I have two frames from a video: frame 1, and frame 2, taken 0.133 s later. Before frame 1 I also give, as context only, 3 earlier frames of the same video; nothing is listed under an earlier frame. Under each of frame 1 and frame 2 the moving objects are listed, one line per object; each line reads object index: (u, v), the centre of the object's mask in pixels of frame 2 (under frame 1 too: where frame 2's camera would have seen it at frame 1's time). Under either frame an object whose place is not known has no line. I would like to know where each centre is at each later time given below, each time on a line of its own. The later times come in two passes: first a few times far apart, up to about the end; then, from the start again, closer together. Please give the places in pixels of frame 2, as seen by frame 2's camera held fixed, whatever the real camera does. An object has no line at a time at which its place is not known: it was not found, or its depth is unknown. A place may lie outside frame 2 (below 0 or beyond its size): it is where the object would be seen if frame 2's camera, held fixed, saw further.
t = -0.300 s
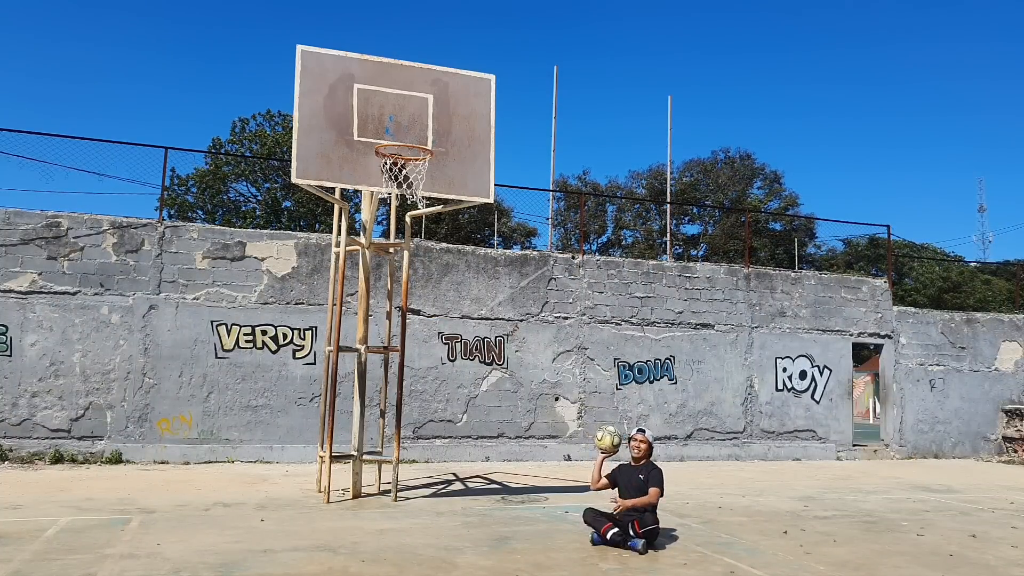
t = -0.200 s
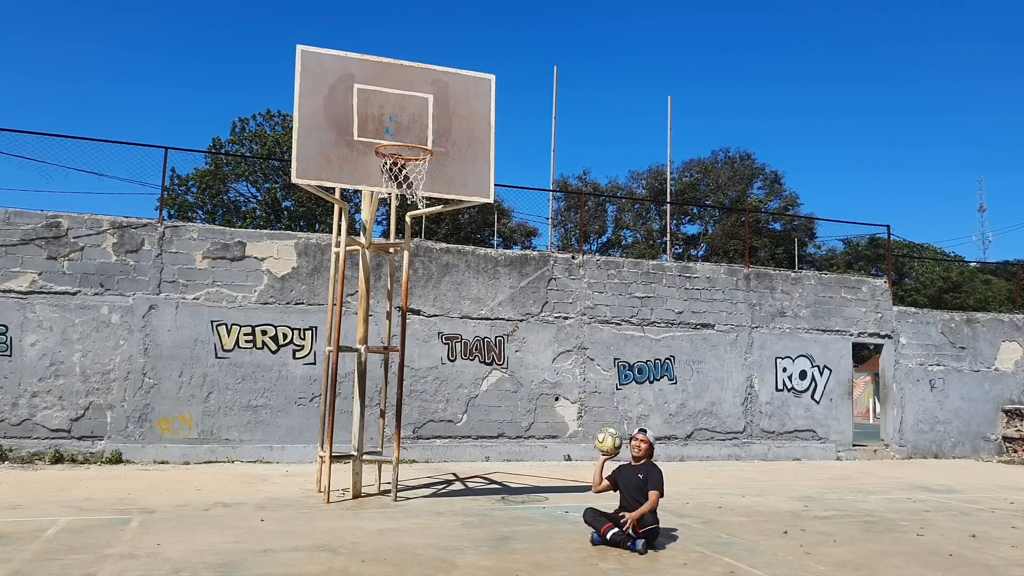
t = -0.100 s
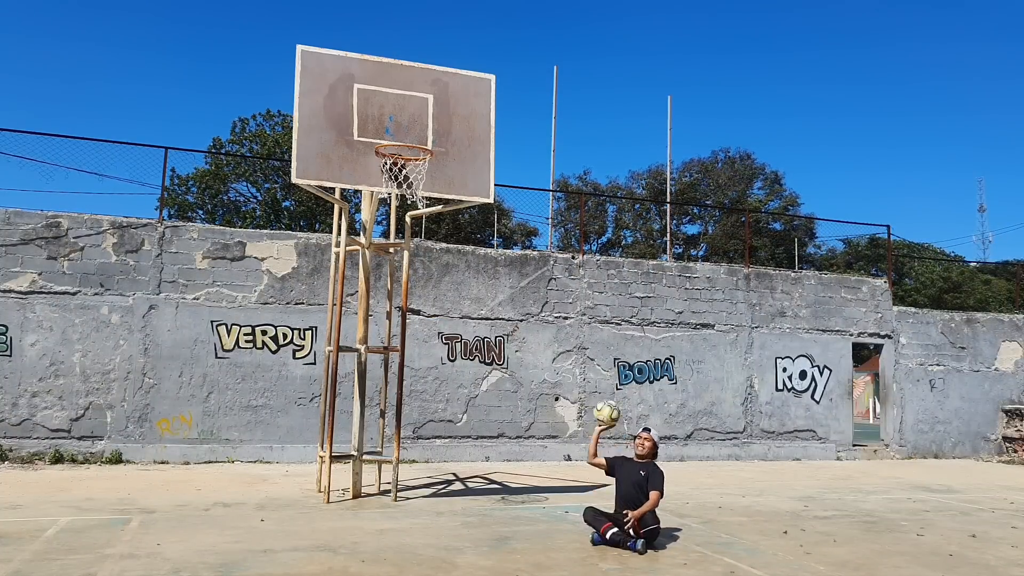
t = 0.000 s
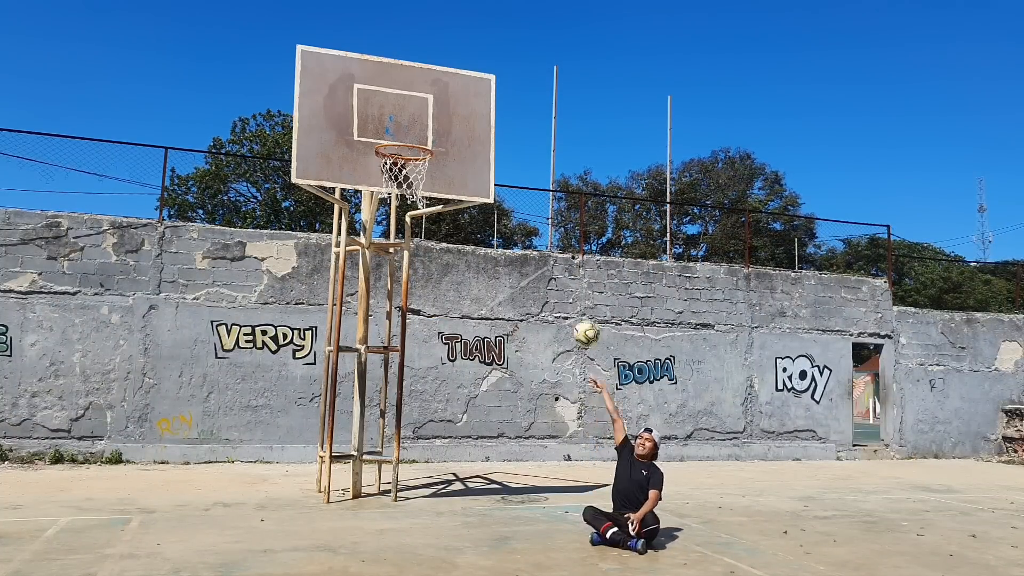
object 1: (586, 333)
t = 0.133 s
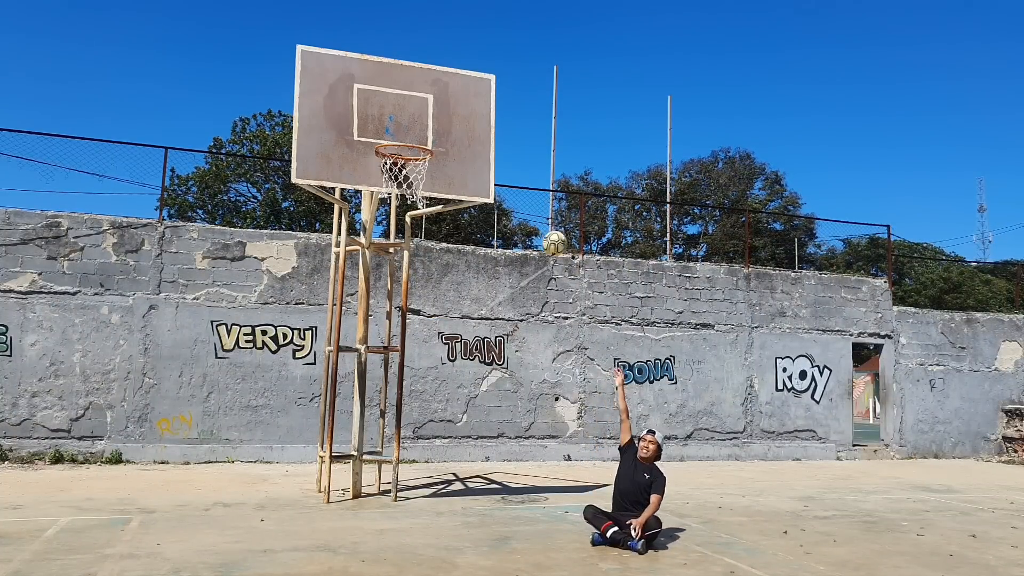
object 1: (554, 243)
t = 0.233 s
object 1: (531, 193)
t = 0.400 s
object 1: (493, 136)
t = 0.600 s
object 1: (457, 107)
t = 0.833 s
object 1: (435, 122)
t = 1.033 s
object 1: (416, 127)
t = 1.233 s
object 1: (398, 133)
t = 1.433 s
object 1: (392, 152)
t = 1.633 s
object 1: (393, 208)
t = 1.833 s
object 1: (391, 305)
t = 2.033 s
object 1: (388, 448)
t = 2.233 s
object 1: (391, 438)
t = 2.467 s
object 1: (400, 347)
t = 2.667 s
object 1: (405, 319)
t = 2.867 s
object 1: (408, 335)
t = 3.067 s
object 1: (407, 394)
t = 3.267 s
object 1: (406, 498)
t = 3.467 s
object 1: (410, 432)
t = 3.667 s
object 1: (412, 398)
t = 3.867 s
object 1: (413, 406)
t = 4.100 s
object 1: (411, 469)
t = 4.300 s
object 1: (416, 456)
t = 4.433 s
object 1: (420, 435)
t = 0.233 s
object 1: (531, 193)
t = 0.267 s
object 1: (524, 178)
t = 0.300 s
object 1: (516, 166)
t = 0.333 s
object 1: (509, 155)
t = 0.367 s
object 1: (501, 145)
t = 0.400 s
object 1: (493, 136)
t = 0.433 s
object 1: (486, 128)
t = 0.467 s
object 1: (478, 121)
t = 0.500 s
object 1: (471, 117)
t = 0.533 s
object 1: (464, 113)
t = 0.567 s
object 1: (459, 110)
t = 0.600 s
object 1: (457, 107)
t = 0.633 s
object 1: (454, 106)
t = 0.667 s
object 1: (451, 106)
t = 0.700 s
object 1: (448, 106)
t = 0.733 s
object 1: (445, 109)
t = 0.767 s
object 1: (441, 111)
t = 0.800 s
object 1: (439, 117)
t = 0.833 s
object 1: (435, 122)
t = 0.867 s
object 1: (432, 129)
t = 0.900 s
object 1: (428, 137)
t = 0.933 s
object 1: (426, 136)
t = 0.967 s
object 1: (422, 132)
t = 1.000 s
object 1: (419, 129)
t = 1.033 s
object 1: (416, 127)
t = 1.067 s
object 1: (413, 127)
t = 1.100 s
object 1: (409, 128)
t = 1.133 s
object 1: (406, 129)
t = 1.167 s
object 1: (402, 132)
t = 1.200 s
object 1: (399, 134)
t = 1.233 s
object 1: (398, 133)
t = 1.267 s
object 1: (397, 134)
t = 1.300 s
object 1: (395, 135)
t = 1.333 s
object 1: (394, 140)
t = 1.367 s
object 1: (394, 143)
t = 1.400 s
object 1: (393, 147)
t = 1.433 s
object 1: (392, 152)
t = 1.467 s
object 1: (393, 159)
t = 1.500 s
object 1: (392, 167)
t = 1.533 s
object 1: (392, 175)
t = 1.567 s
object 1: (393, 188)
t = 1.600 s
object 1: (393, 197)
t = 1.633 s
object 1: (393, 208)
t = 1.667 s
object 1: (393, 222)
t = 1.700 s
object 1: (393, 235)
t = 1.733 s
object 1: (393, 251)
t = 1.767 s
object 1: (392, 268)
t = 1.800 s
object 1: (392, 286)
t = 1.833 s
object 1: (391, 305)
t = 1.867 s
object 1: (391, 326)
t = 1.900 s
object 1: (391, 348)
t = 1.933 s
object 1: (390, 371)
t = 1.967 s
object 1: (390, 395)
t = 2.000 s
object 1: (389, 420)
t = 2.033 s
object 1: (388, 448)
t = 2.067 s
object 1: (387, 477)
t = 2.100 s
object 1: (387, 507)
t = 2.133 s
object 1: (388, 500)
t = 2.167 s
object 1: (389, 477)
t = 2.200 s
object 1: (390, 457)
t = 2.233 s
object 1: (391, 438)
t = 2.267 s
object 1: (393, 421)
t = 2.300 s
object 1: (395, 405)
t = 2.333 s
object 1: (396, 391)
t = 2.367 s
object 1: (397, 378)
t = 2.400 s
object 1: (398, 366)
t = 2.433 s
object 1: (399, 355)
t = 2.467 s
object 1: (400, 347)
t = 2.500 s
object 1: (401, 339)
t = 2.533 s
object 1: (402, 333)
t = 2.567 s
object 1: (403, 328)
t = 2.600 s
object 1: (404, 323)
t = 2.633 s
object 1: (405, 320)
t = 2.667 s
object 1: (405, 319)
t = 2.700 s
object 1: (405, 319)
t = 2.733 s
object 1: (406, 320)
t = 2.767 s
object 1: (406, 322)
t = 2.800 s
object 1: (407, 325)
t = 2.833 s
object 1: (407, 329)
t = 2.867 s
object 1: (408, 335)
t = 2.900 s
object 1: (407, 342)
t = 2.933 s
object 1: (407, 350)
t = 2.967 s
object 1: (408, 359)
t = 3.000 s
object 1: (408, 370)
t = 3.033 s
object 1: (408, 381)
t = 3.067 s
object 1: (407, 394)
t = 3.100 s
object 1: (407, 408)
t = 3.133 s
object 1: (407, 423)
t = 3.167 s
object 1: (407, 440)
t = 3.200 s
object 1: (407, 458)
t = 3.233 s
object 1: (407, 478)
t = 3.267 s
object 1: (406, 498)
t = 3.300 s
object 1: (407, 495)
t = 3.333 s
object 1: (408, 479)
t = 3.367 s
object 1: (409, 466)
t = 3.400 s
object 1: (409, 454)
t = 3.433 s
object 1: (410, 442)
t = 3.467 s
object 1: (410, 432)
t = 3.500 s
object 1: (411, 423)
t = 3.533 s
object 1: (411, 415)
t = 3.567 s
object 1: (412, 409)
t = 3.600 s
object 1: (412, 404)
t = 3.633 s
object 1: (412, 400)
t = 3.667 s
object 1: (412, 398)
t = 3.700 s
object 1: (413, 397)
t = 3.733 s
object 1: (413, 396)
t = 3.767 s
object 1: (413, 397)
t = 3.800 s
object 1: (413, 399)
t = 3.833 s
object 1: (413, 402)
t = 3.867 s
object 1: (413, 406)
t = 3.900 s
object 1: (413, 412)
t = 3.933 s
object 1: (413, 419)
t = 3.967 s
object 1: (413, 426)
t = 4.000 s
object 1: (412, 435)
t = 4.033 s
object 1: (412, 445)
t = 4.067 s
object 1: (412, 457)
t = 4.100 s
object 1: (411, 469)
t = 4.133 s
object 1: (411, 483)
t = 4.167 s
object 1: (411, 496)
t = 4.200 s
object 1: (412, 485)
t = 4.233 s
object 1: (414, 474)
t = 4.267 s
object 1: (415, 464)
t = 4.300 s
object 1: (416, 456)
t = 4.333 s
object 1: (417, 450)
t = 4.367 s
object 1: (418, 444)
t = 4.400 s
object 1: (419, 439)
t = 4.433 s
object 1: (420, 435)
